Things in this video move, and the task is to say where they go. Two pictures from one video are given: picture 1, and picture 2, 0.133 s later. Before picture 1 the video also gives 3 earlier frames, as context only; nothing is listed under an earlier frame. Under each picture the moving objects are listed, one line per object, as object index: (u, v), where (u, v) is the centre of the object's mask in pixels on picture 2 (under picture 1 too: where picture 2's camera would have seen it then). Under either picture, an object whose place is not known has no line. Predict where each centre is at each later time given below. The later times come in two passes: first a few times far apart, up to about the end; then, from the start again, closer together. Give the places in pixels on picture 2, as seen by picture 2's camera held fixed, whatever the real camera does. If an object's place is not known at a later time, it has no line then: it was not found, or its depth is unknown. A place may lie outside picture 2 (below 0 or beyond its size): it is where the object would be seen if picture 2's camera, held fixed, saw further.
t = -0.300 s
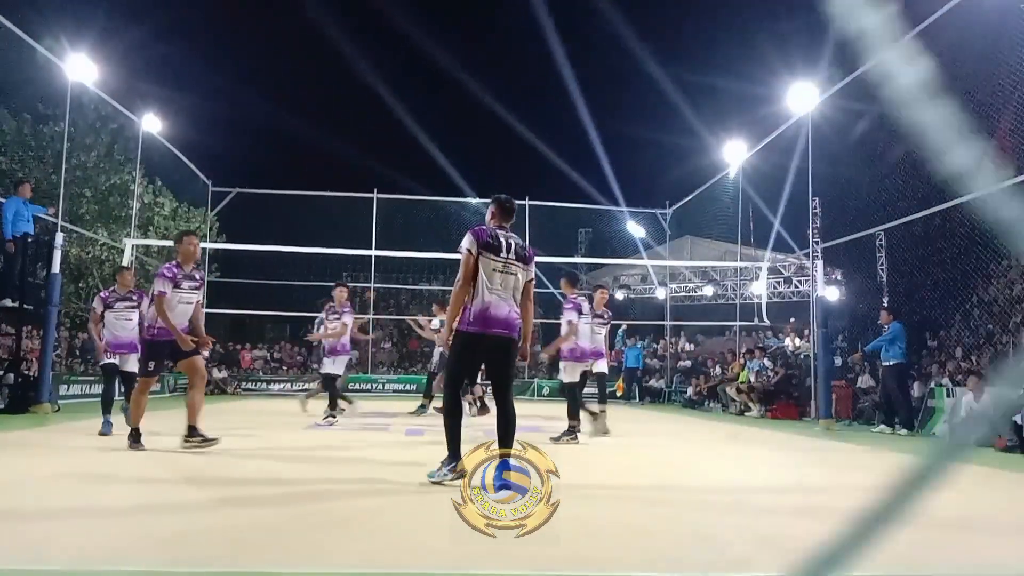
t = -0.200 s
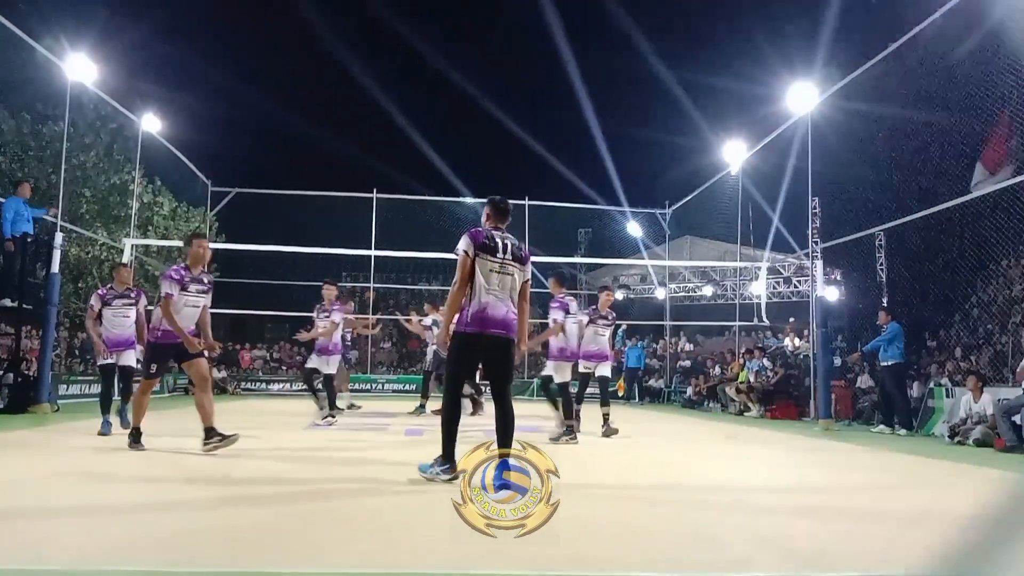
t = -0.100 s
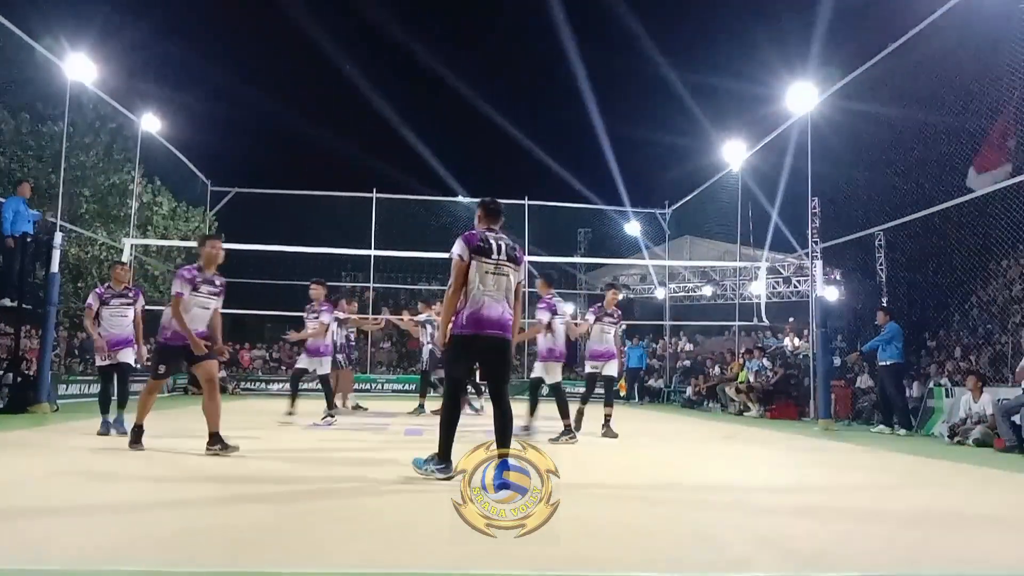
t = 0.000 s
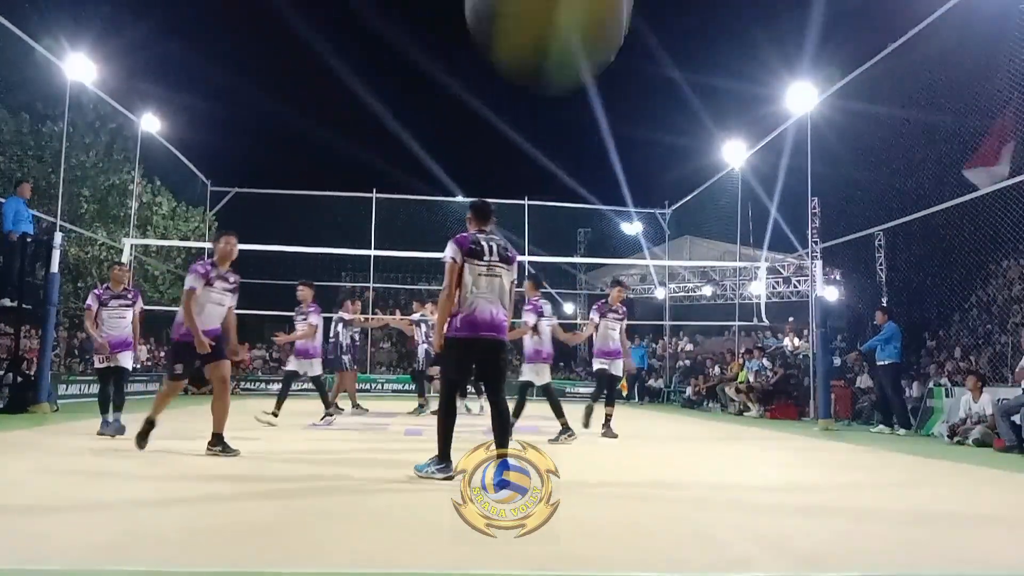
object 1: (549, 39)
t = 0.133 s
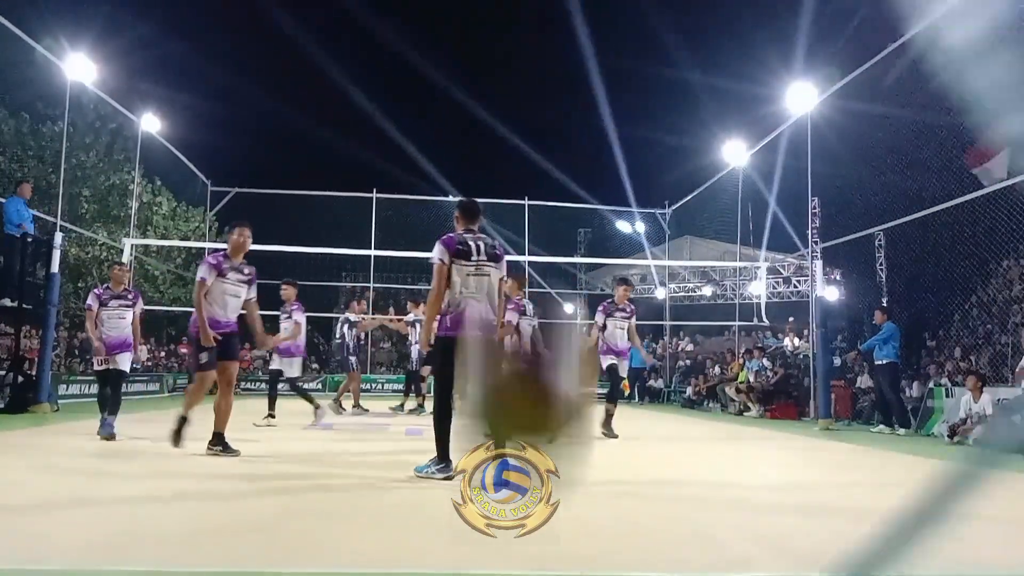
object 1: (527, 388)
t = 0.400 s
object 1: (545, 371)
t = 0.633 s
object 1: (589, 92)
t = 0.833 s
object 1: (629, 86)
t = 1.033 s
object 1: (666, 362)
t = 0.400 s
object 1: (545, 371)
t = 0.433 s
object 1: (549, 321)
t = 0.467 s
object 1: (557, 272)
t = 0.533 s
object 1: (569, 181)
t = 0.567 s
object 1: (575, 145)
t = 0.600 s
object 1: (582, 117)
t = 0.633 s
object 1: (589, 92)
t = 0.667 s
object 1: (596, 74)
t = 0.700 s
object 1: (602, 65)
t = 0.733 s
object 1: (609, 61)
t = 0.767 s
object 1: (616, 64)
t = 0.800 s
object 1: (623, 71)
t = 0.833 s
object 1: (629, 86)
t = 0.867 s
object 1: (636, 111)
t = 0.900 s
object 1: (641, 137)
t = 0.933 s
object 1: (650, 179)
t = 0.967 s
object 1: (656, 227)
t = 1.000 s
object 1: (665, 288)
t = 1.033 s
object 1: (666, 362)
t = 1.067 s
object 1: (684, 459)
